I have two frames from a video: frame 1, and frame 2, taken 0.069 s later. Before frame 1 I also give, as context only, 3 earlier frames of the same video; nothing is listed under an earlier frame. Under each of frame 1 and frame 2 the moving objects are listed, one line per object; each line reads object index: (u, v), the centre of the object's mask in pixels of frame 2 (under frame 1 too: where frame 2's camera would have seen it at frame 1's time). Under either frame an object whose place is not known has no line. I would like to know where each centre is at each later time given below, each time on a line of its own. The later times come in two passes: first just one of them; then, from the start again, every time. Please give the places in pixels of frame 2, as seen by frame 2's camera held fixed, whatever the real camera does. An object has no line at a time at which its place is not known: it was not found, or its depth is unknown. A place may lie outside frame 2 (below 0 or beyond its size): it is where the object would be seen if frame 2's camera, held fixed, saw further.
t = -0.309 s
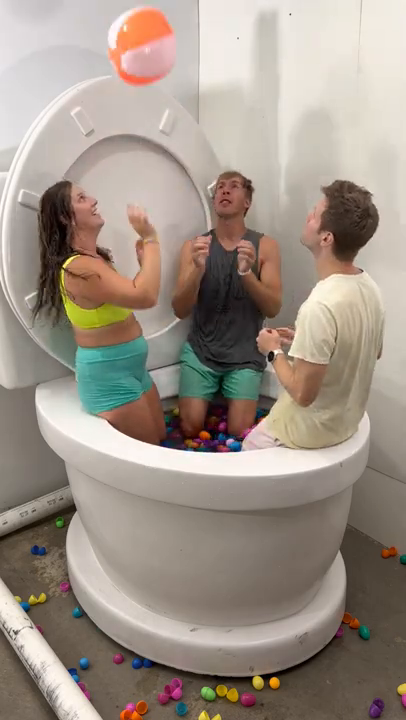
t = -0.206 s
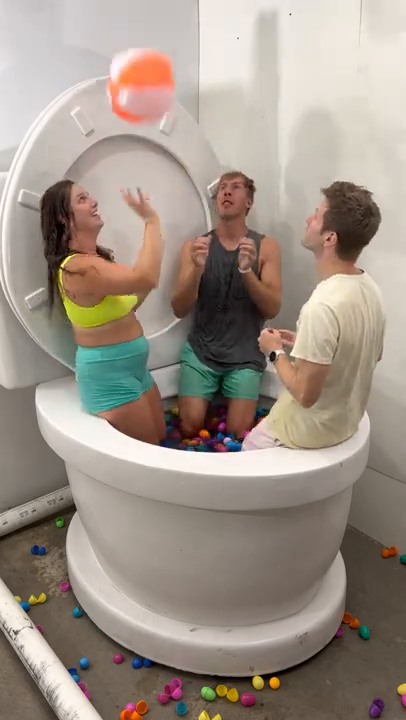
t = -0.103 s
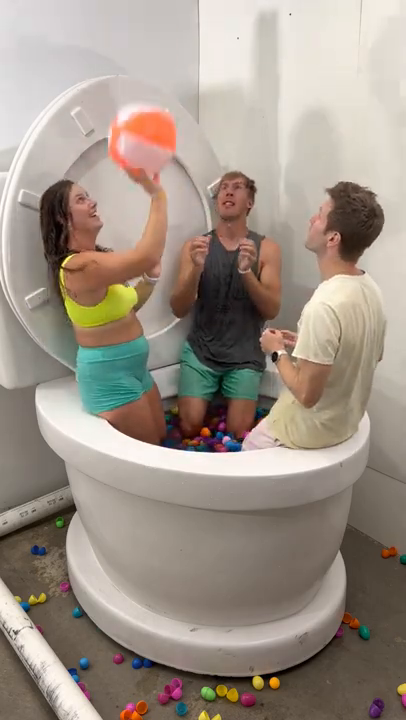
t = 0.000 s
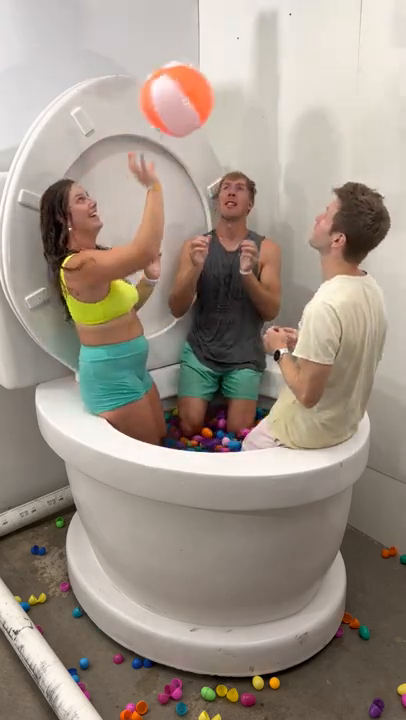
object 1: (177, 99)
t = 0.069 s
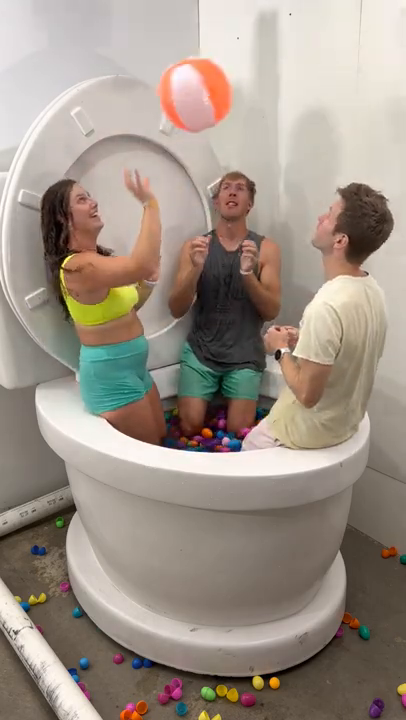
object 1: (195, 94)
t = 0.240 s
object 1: (241, 126)
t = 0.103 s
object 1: (204, 95)
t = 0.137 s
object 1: (213, 99)
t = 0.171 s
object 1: (223, 106)
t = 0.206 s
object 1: (232, 115)
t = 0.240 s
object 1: (241, 126)
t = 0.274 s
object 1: (250, 141)
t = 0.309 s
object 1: (259, 156)
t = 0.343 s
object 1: (268, 176)
